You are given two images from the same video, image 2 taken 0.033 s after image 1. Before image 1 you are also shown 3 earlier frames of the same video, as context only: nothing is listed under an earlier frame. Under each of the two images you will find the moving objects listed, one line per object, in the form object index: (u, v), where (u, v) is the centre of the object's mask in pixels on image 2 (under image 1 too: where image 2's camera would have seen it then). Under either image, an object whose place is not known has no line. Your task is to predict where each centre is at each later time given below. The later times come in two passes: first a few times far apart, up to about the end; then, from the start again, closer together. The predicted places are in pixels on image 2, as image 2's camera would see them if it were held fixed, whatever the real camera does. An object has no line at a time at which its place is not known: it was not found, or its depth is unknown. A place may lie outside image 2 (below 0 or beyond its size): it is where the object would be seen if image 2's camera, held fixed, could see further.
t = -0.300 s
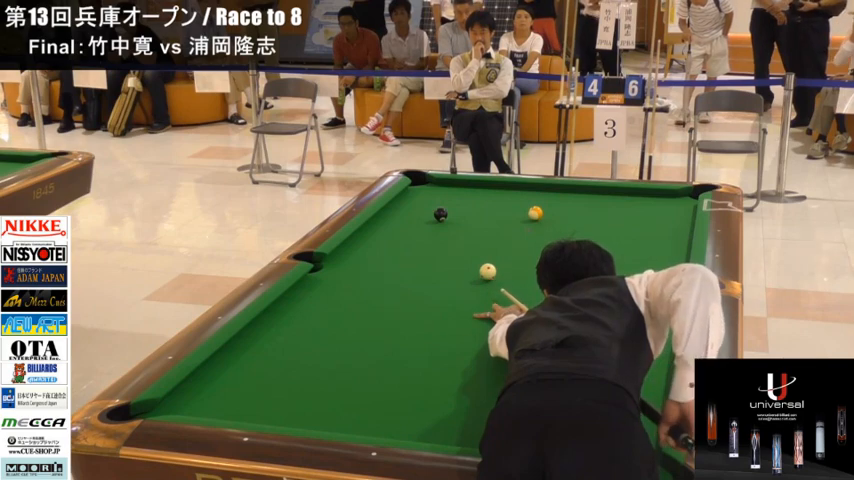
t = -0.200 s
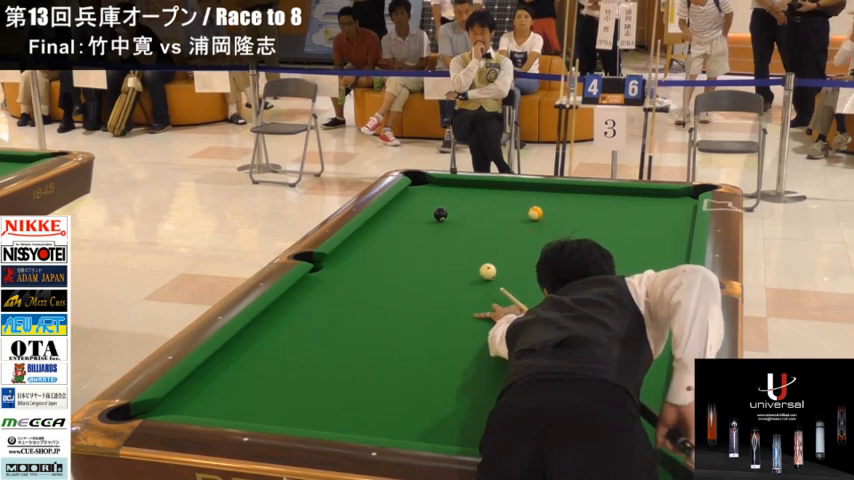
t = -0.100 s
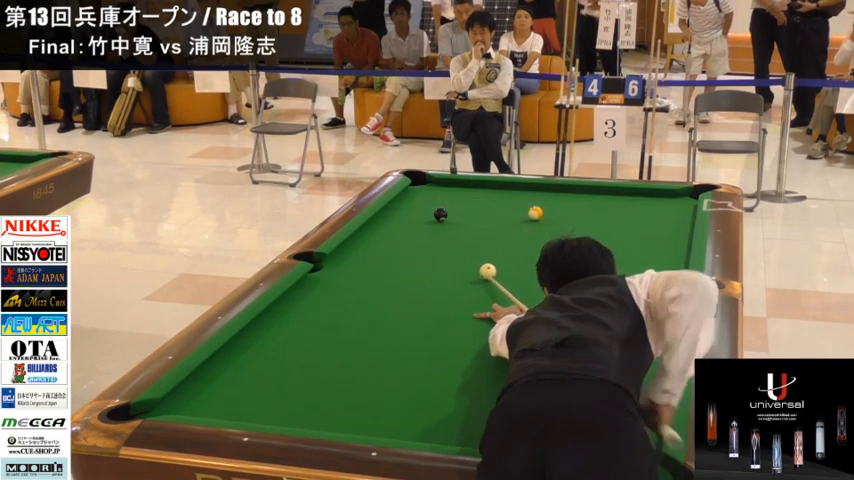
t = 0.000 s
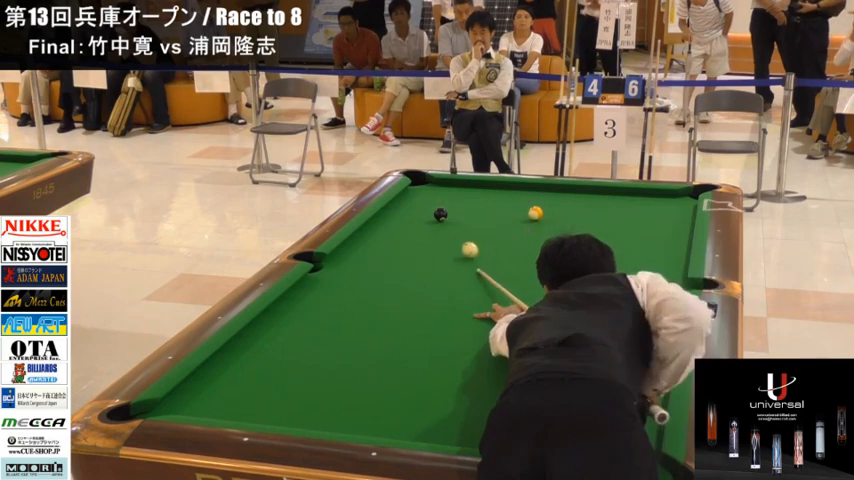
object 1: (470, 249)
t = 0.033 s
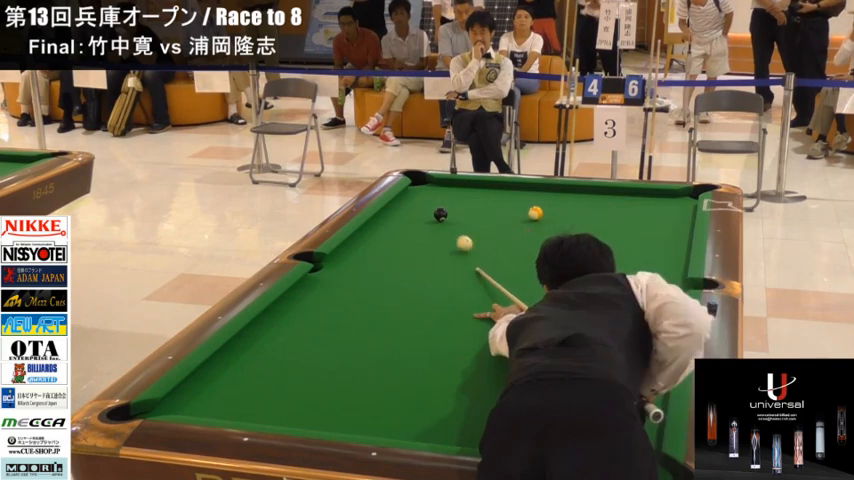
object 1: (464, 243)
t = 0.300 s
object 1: (440, 218)
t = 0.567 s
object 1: (434, 220)
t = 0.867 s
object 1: (429, 221)
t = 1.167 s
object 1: (425, 223)
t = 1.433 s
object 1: (422, 223)
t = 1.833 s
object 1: (421, 221)
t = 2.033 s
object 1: (420, 224)
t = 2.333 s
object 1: (420, 224)
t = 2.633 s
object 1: (420, 224)
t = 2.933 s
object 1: (420, 224)
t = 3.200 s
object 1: (420, 224)
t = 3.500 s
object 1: (420, 224)
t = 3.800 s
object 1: (420, 224)
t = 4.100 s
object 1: (420, 224)
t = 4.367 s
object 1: (420, 224)
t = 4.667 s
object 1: (420, 224)
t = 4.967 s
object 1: (420, 224)
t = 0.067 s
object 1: (459, 237)
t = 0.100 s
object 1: (454, 231)
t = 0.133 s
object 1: (450, 226)
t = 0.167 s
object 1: (446, 221)
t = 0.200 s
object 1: (442, 217)
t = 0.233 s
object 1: (441, 218)
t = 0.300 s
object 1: (440, 218)
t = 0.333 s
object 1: (439, 218)
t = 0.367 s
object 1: (438, 218)
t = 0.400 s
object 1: (438, 219)
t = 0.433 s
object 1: (437, 219)
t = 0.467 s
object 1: (436, 219)
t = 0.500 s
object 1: (436, 219)
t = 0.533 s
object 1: (435, 219)
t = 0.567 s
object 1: (434, 220)
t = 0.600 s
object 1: (433, 220)
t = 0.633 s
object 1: (433, 220)
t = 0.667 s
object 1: (432, 220)
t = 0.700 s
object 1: (432, 220)
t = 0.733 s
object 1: (431, 221)
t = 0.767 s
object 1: (430, 221)
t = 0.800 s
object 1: (430, 221)
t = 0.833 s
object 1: (429, 221)
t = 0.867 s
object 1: (429, 221)
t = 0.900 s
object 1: (429, 222)
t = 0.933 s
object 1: (428, 222)
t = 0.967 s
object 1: (428, 222)
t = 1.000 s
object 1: (427, 222)
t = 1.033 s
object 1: (427, 222)
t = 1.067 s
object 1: (426, 222)
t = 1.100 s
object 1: (426, 222)
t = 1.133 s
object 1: (425, 223)
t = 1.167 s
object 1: (425, 223)
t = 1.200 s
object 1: (424, 222)
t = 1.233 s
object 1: (424, 223)
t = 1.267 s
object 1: (424, 223)
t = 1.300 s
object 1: (424, 223)
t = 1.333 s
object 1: (423, 223)
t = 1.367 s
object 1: (423, 223)
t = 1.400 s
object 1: (423, 224)
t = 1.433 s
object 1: (422, 223)
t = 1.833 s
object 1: (421, 221)
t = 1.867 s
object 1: (420, 223)
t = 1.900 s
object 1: (420, 224)
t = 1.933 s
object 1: (420, 224)
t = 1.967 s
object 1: (420, 224)
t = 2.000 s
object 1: (420, 224)
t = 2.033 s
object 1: (420, 224)
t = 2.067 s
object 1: (420, 224)
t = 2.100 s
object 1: (420, 224)
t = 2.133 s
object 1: (420, 224)
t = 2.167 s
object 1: (420, 224)
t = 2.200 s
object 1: (420, 224)
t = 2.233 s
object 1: (420, 224)
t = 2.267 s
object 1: (420, 224)
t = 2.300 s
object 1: (420, 224)
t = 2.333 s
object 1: (420, 224)
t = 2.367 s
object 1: (420, 224)
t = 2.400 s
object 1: (420, 224)
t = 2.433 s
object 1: (420, 224)
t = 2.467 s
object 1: (420, 224)
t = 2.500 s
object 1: (420, 224)
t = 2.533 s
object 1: (420, 224)
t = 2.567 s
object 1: (420, 224)
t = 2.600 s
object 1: (420, 224)
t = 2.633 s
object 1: (420, 224)
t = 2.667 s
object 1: (420, 224)
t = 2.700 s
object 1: (420, 224)
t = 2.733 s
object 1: (420, 224)
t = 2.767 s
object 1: (420, 224)
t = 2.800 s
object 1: (420, 224)
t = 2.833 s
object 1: (420, 224)
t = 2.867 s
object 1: (420, 224)
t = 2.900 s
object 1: (420, 224)
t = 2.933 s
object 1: (420, 224)
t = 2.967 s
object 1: (420, 224)
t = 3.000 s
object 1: (420, 224)
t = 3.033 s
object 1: (420, 224)
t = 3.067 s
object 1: (420, 224)
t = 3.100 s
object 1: (420, 224)
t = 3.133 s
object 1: (420, 224)
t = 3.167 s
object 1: (420, 224)
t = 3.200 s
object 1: (420, 224)
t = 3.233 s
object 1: (420, 224)
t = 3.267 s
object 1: (420, 224)
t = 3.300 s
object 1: (420, 224)
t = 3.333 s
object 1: (420, 224)
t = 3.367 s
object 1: (420, 224)
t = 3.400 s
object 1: (420, 224)
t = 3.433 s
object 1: (420, 224)
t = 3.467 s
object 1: (420, 224)
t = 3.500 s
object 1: (420, 224)
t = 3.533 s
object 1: (420, 224)
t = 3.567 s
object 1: (420, 224)
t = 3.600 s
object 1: (420, 224)
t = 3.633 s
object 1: (420, 224)
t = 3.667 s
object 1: (420, 224)
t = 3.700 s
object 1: (420, 224)
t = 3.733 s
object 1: (420, 224)
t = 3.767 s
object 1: (420, 224)
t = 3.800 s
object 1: (420, 224)
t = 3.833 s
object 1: (420, 224)
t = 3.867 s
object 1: (420, 224)
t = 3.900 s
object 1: (420, 224)
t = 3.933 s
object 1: (420, 224)
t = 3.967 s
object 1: (420, 224)
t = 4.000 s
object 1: (420, 224)
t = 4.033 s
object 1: (420, 224)
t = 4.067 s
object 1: (420, 224)
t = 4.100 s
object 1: (420, 224)
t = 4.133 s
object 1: (420, 224)
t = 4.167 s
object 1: (420, 224)
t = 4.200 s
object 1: (420, 224)
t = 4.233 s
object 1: (420, 224)
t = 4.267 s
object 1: (420, 224)
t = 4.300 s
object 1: (420, 224)
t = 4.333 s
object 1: (420, 224)
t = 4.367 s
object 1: (420, 224)
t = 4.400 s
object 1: (420, 224)
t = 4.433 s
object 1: (420, 224)
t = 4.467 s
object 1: (420, 224)
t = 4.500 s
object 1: (420, 224)
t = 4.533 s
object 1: (420, 224)
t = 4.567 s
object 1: (420, 224)
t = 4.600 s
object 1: (420, 224)
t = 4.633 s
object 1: (420, 224)
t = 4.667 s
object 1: (420, 224)
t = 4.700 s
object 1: (420, 224)
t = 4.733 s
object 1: (420, 224)
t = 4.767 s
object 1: (420, 224)
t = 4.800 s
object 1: (420, 224)
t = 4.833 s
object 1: (420, 224)
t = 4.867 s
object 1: (420, 224)
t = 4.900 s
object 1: (420, 224)
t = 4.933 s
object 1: (420, 224)
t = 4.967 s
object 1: (420, 224)
